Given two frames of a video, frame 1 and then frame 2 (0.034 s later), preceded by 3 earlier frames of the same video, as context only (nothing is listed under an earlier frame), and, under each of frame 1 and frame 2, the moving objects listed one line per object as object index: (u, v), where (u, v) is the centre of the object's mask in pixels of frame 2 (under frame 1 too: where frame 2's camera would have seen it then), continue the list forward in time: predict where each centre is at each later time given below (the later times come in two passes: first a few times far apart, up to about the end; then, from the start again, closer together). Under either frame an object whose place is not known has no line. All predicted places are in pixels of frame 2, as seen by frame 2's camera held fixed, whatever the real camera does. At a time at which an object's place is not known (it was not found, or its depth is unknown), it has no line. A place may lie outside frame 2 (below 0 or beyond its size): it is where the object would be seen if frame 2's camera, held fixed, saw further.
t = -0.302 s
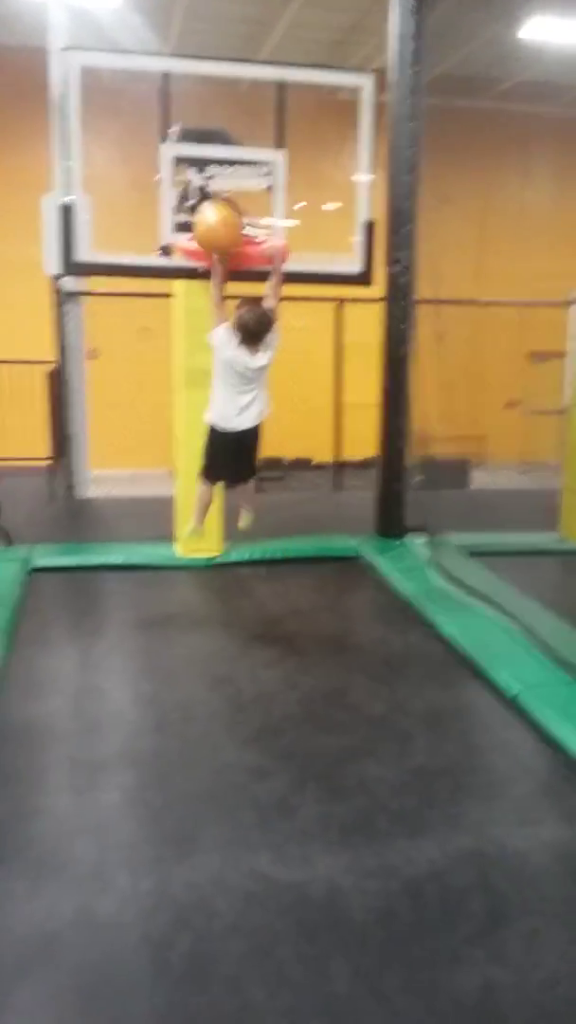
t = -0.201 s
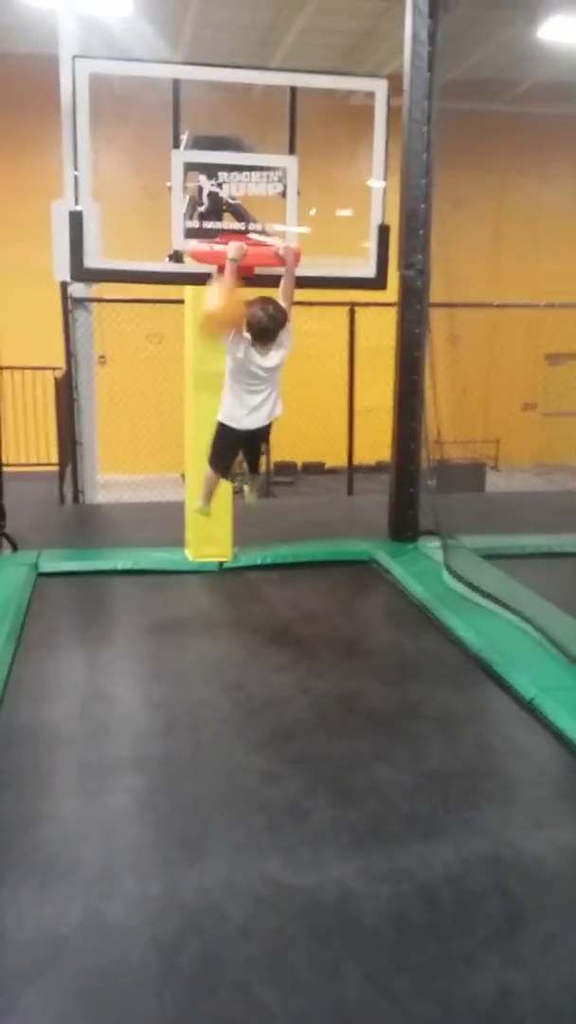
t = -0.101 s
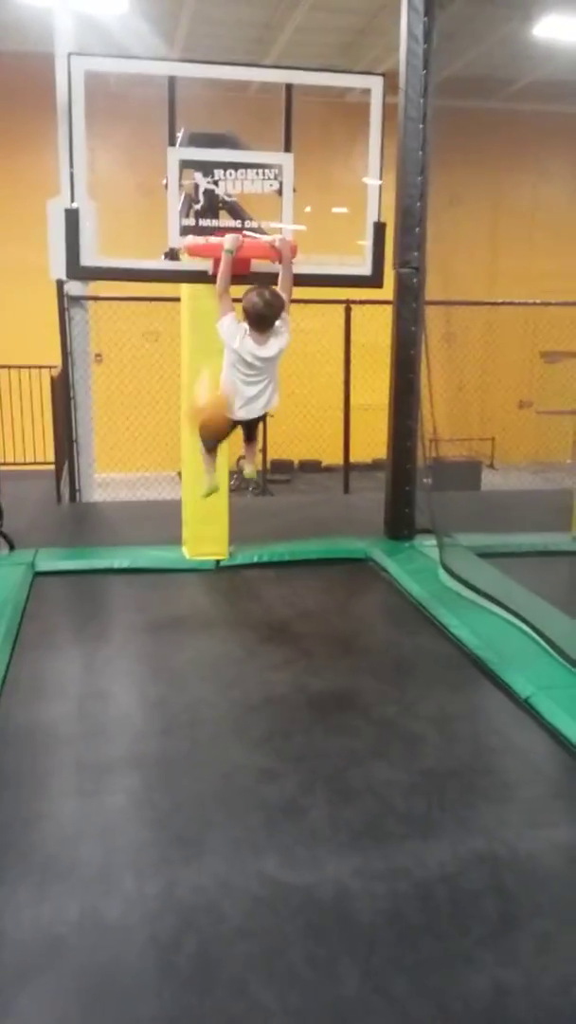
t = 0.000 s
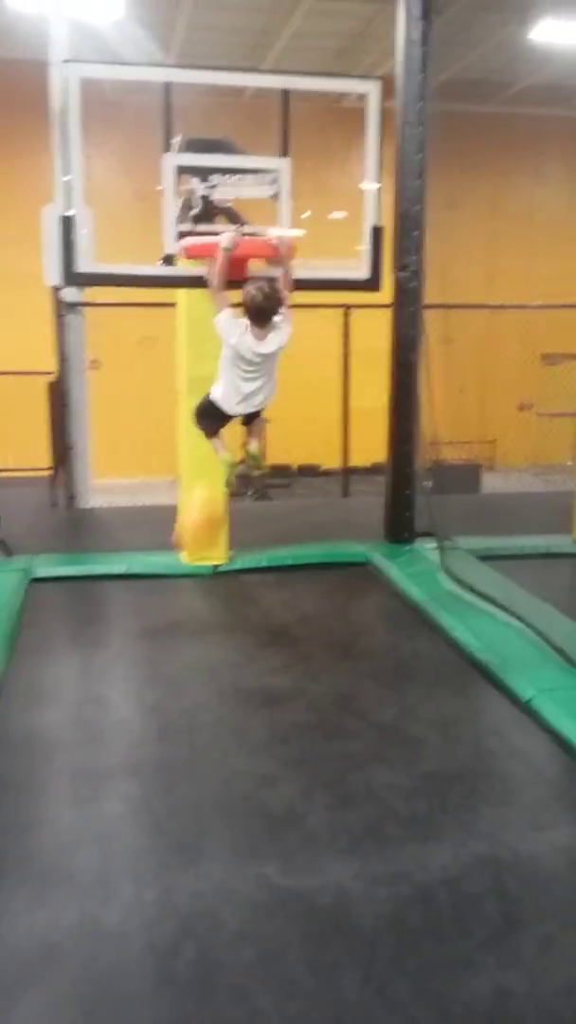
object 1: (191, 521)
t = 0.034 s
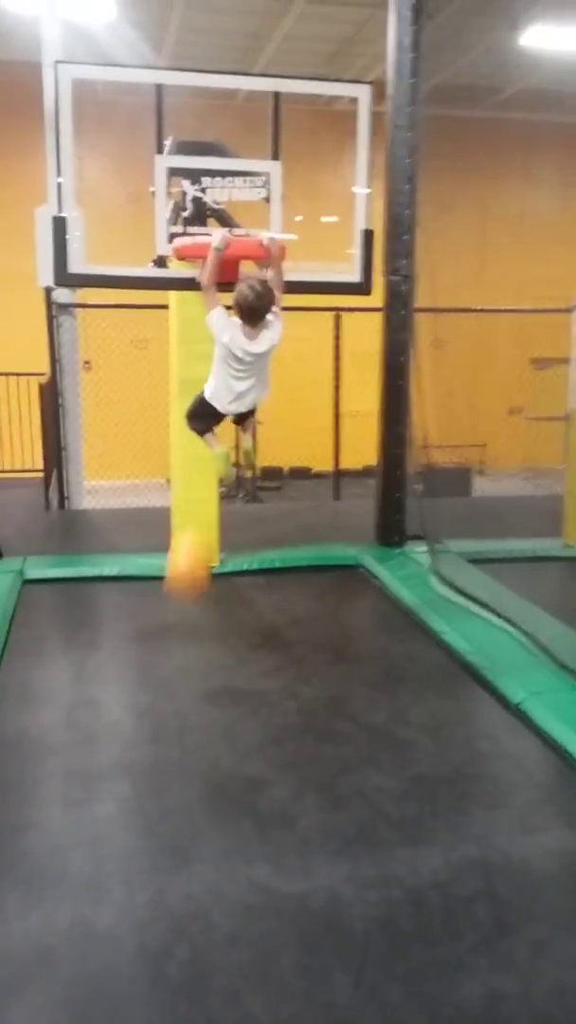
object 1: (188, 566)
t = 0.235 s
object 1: (171, 616)
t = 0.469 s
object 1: (137, 555)
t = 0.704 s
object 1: (113, 611)
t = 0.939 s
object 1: (88, 649)
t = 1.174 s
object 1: (68, 656)
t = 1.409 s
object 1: (48, 666)
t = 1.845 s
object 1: (14, 687)
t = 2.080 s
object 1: (10, 703)
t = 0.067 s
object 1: (188, 605)
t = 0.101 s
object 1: (185, 649)
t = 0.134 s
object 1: (181, 675)
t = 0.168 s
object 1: (178, 654)
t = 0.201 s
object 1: (174, 633)
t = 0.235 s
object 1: (171, 616)
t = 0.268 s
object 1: (167, 602)
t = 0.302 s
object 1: (162, 589)
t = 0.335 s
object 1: (158, 578)
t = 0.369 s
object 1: (155, 569)
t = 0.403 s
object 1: (150, 563)
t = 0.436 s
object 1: (142, 557)
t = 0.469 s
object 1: (137, 555)
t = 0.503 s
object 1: (135, 557)
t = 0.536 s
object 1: (132, 560)
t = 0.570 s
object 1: (127, 564)
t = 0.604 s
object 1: (124, 573)
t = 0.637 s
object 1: (120, 583)
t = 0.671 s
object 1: (116, 595)
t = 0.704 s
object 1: (113, 611)
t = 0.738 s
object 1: (109, 627)
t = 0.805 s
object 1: (104, 670)
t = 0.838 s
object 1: (100, 678)
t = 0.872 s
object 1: (94, 666)
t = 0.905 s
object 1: (90, 655)
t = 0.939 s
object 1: (88, 649)
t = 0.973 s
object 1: (86, 644)
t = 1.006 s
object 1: (84, 641)
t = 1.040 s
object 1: (81, 639)
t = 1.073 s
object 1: (76, 639)
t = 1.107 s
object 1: (72, 642)
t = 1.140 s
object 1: (70, 648)
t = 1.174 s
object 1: (68, 656)
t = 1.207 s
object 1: (67, 667)
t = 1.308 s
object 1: (59, 678)
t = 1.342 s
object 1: (57, 672)
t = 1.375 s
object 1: (51, 669)
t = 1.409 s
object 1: (48, 666)
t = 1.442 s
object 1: (47, 667)
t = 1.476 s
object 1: (46, 673)
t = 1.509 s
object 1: (41, 679)
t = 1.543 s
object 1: (38, 690)
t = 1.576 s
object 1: (36, 688)
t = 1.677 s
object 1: (28, 669)
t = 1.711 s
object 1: (24, 667)
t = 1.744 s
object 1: (20, 669)
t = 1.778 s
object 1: (17, 671)
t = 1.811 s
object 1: (16, 678)
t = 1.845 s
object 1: (14, 687)
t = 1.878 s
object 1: (12, 694)
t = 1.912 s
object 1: (9, 693)
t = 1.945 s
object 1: (7, 695)
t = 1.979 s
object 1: (5, 696)
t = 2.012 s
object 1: (5, 698)
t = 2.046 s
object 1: (7, 700)
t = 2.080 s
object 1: (10, 703)
